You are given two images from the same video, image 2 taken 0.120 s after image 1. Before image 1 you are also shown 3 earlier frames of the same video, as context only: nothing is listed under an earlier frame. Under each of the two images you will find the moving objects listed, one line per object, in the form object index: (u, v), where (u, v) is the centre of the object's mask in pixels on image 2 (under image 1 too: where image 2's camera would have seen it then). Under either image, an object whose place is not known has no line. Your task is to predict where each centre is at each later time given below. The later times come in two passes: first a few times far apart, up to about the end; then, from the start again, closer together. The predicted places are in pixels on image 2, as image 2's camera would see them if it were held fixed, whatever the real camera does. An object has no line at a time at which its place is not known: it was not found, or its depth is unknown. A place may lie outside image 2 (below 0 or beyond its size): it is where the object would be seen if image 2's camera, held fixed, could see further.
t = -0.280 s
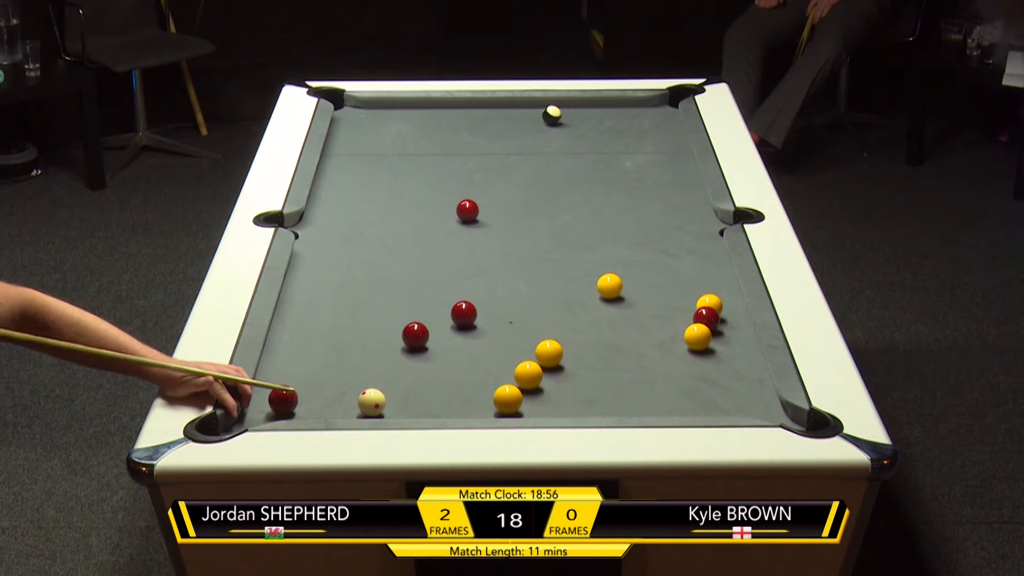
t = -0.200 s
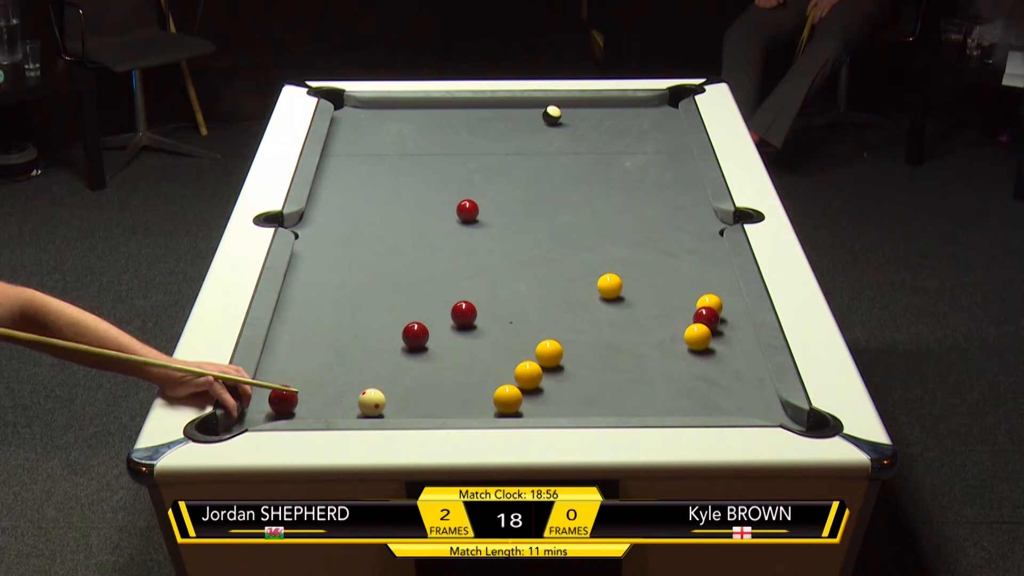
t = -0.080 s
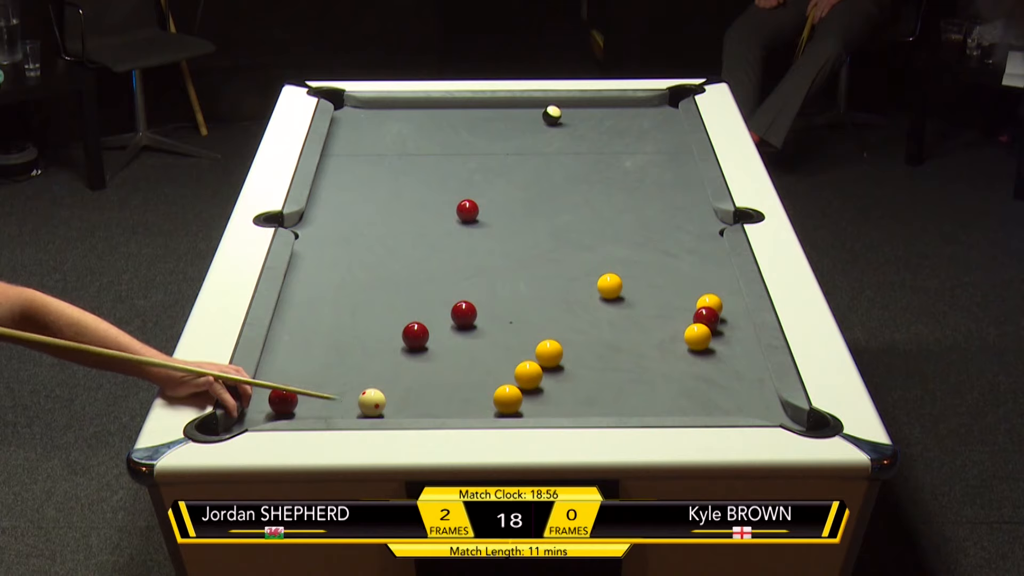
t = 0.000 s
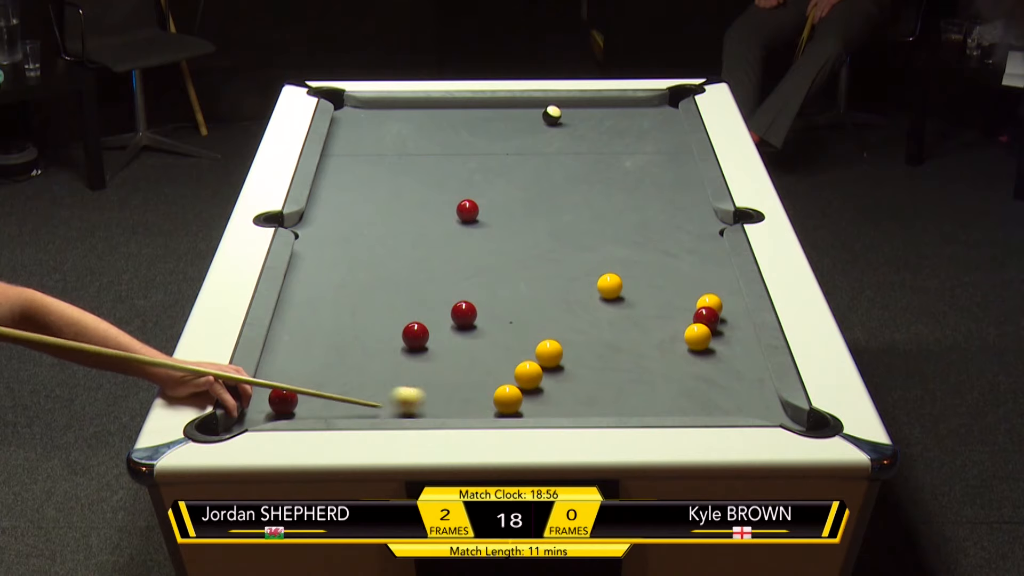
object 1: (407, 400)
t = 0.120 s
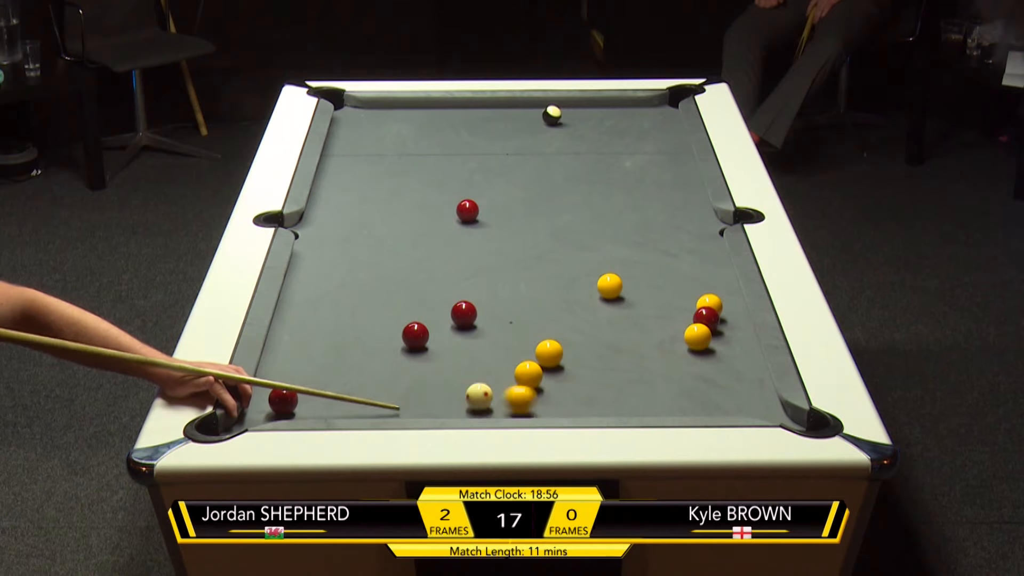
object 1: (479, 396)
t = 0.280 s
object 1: (477, 388)
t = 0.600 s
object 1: (474, 373)
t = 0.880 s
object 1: (472, 363)
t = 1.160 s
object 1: (471, 355)
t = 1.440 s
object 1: (471, 349)
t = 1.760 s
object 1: (470, 345)
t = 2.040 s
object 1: (468, 344)
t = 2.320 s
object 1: (467, 343)
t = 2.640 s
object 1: (467, 343)
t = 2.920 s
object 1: (467, 343)
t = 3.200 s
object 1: (467, 344)
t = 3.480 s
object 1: (467, 344)
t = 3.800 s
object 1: (467, 344)
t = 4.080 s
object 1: (467, 344)
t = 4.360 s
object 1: (467, 343)
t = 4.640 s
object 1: (467, 343)
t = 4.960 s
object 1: (467, 344)
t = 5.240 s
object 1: (467, 343)
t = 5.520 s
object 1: (467, 344)
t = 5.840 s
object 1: (467, 344)
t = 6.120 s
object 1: (467, 343)
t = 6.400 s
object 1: (467, 343)
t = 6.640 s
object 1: (467, 343)
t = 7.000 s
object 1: (467, 344)
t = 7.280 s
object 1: (467, 343)
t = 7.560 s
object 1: (467, 344)
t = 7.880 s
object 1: (467, 344)
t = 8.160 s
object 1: (467, 344)
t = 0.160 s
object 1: (478, 394)
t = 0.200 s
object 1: (478, 392)
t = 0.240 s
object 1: (478, 390)
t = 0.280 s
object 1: (477, 388)
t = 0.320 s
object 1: (477, 385)
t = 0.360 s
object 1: (476, 384)
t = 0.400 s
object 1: (476, 382)
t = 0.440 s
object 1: (476, 380)
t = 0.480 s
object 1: (475, 378)
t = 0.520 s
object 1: (475, 376)
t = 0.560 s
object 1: (474, 375)
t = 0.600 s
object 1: (474, 373)
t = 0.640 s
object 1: (474, 372)
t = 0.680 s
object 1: (473, 370)
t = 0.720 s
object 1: (473, 369)
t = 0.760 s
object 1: (473, 367)
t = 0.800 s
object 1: (472, 366)
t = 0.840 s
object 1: (472, 364)
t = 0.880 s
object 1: (472, 363)
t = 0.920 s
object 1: (472, 362)
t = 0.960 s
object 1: (471, 360)
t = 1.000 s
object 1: (471, 359)
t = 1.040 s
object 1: (471, 358)
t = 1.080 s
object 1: (471, 357)
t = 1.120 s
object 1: (471, 356)
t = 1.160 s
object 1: (471, 355)
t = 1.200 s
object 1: (471, 354)
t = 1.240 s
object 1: (471, 353)
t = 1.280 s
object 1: (471, 352)
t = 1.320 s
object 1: (471, 351)
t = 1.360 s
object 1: (471, 351)
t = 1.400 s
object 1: (471, 350)
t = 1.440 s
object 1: (471, 349)
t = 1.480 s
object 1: (472, 349)
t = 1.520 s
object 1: (472, 348)
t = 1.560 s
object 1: (472, 347)
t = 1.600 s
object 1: (472, 347)
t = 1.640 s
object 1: (471, 346)
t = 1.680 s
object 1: (471, 346)
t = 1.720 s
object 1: (471, 346)
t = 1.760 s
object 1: (470, 345)
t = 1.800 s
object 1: (470, 345)
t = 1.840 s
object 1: (470, 345)
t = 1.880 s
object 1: (469, 344)
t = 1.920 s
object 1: (469, 344)
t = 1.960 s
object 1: (469, 344)
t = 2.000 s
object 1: (468, 344)
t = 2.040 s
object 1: (468, 344)
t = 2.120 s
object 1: (468, 344)
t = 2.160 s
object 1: (468, 344)
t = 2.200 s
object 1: (467, 344)
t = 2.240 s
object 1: (467, 343)
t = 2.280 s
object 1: (467, 343)
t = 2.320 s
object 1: (467, 343)
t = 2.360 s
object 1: (467, 344)
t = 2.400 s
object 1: (467, 343)
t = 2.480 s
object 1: (467, 343)
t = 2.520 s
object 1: (467, 343)
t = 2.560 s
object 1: (467, 343)
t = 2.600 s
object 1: (467, 343)
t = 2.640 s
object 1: (467, 343)
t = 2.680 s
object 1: (467, 343)
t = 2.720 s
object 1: (467, 344)
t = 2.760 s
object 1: (467, 344)
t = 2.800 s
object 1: (467, 343)
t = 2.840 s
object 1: (467, 343)
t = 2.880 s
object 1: (467, 343)
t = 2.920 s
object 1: (467, 343)
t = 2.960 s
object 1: (467, 344)
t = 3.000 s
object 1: (467, 343)
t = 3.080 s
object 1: (467, 343)
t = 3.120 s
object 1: (467, 343)
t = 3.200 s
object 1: (467, 344)
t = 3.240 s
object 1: (467, 343)
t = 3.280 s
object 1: (467, 343)
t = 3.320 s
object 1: (467, 343)
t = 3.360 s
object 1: (467, 343)
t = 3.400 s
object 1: (467, 343)
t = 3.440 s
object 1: (467, 343)
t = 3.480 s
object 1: (467, 344)
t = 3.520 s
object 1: (467, 344)
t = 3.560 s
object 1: (467, 344)
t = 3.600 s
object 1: (467, 344)
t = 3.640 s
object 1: (467, 344)
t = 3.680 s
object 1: (467, 344)
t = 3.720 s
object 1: (467, 344)
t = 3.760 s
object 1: (467, 343)
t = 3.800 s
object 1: (467, 344)
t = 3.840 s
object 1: (467, 343)
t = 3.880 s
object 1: (467, 343)
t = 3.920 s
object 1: (467, 343)
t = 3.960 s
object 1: (467, 343)
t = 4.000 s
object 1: (467, 344)
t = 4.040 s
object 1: (467, 343)
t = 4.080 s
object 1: (467, 344)
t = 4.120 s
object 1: (467, 344)
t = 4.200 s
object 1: (467, 343)
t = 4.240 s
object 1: (467, 343)
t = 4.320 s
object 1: (467, 343)
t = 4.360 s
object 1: (467, 343)
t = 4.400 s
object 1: (467, 343)
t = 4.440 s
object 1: (467, 344)
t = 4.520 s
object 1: (467, 343)
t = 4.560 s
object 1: (467, 344)
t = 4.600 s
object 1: (467, 344)
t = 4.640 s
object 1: (467, 343)
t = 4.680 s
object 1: (467, 343)
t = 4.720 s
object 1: (467, 343)
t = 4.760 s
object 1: (467, 344)
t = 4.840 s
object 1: (467, 343)
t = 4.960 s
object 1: (467, 344)
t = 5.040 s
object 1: (467, 344)
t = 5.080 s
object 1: (467, 343)
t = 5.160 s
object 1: (467, 343)
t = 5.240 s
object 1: (467, 343)
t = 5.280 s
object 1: (467, 343)
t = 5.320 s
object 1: (467, 344)
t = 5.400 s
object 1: (467, 344)
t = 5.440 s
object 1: (467, 344)
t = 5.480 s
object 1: (467, 344)
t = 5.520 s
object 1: (467, 344)
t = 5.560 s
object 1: (467, 343)
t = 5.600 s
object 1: (467, 343)
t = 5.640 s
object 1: (467, 344)
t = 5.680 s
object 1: (467, 344)
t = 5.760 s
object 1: (467, 343)
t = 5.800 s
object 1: (467, 343)
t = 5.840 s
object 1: (467, 344)
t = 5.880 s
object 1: (467, 343)
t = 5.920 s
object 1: (467, 343)
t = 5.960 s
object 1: (467, 343)
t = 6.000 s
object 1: (467, 343)
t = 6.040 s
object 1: (467, 343)
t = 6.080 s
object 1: (467, 344)
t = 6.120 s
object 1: (467, 343)
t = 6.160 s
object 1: (467, 343)
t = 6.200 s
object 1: (467, 344)
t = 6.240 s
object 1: (467, 344)
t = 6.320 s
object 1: (467, 344)
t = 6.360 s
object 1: (467, 343)
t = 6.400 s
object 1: (467, 343)
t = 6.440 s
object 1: (467, 344)
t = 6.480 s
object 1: (467, 343)
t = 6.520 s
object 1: (467, 344)
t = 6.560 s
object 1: (467, 343)
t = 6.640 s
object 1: (467, 343)
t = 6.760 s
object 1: (467, 344)
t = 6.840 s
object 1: (467, 343)
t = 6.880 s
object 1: (467, 344)
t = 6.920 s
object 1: (467, 344)
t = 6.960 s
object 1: (467, 343)
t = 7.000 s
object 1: (467, 344)
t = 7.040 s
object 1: (467, 343)
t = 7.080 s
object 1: (467, 344)
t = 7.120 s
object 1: (467, 344)
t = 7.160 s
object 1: (467, 344)
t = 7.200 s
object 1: (467, 343)
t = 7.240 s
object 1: (467, 344)
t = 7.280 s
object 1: (467, 343)
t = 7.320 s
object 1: (467, 343)
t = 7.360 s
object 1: (467, 344)
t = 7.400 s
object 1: (467, 343)
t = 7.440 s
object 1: (467, 344)
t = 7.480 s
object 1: (467, 343)
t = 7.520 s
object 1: (467, 344)
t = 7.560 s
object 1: (467, 344)
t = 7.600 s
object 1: (467, 344)
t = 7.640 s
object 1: (467, 344)
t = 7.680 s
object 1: (467, 344)
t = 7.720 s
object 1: (467, 344)
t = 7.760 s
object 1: (467, 344)
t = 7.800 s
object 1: (467, 344)
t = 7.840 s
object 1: (467, 344)
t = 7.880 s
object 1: (467, 344)
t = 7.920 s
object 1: (467, 344)
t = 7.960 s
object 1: (467, 344)
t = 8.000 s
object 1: (467, 344)
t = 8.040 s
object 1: (467, 344)
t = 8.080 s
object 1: (467, 344)
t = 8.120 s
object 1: (467, 344)
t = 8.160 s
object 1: (467, 344)
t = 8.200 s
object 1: (467, 344)
